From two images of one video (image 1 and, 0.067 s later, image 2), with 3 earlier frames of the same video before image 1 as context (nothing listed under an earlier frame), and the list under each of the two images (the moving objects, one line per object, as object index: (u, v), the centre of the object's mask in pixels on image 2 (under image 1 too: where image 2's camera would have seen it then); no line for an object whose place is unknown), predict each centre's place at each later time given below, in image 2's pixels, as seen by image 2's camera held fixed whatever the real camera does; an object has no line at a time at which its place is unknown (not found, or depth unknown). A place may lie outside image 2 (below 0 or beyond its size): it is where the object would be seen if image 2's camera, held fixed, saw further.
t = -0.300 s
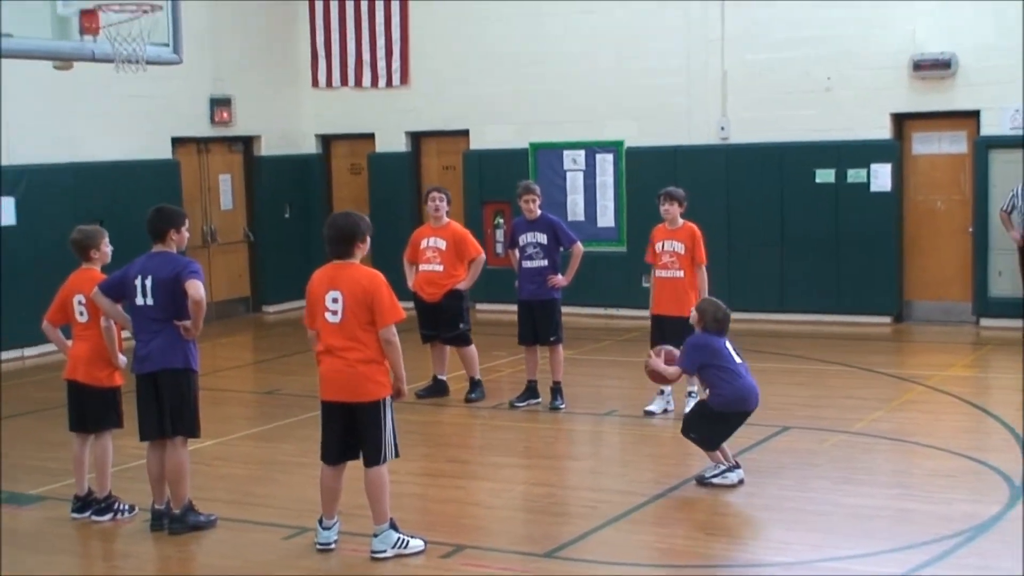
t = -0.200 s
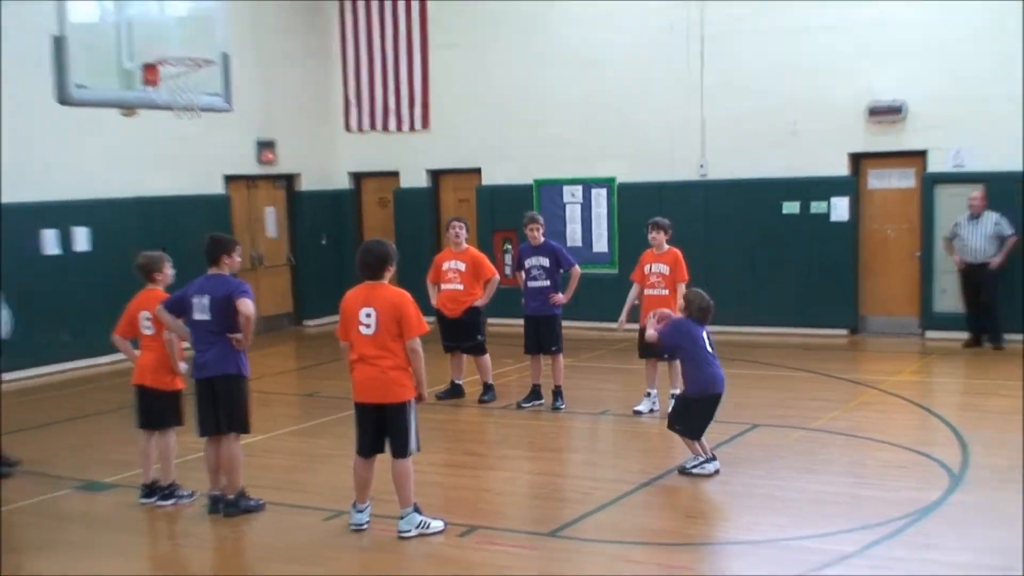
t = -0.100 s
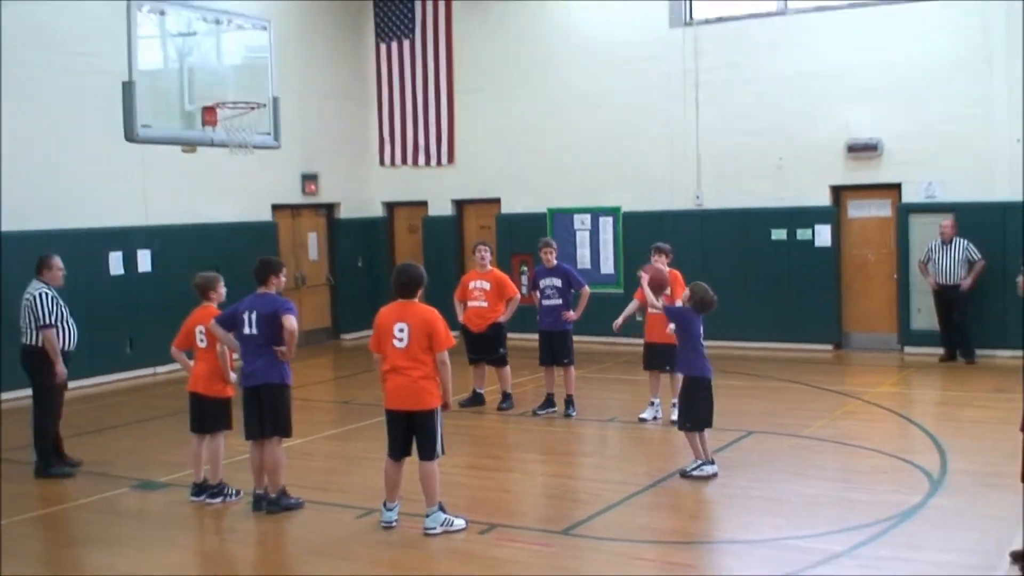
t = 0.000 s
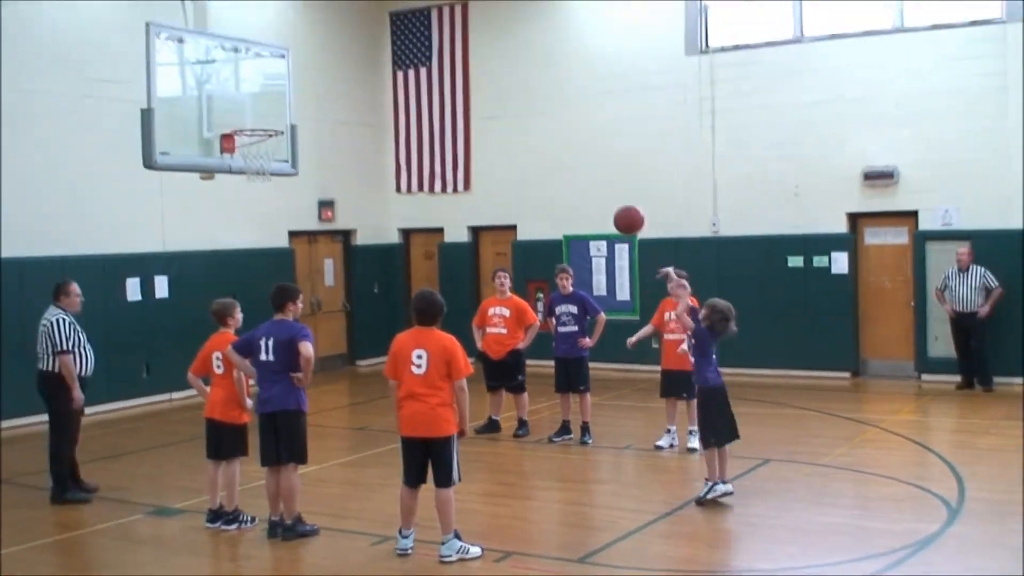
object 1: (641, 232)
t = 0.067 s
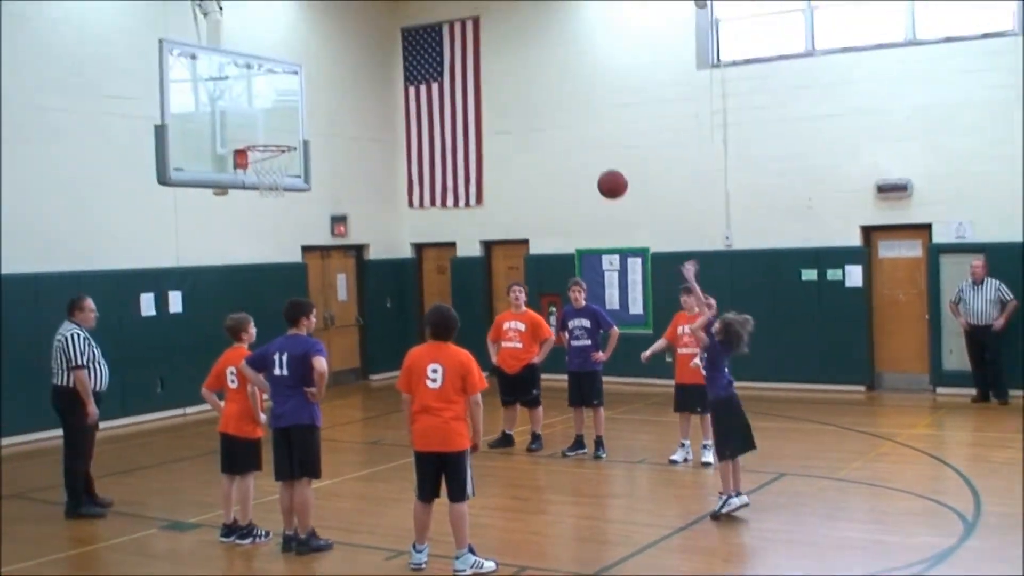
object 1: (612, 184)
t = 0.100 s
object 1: (598, 162)
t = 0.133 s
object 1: (584, 141)
